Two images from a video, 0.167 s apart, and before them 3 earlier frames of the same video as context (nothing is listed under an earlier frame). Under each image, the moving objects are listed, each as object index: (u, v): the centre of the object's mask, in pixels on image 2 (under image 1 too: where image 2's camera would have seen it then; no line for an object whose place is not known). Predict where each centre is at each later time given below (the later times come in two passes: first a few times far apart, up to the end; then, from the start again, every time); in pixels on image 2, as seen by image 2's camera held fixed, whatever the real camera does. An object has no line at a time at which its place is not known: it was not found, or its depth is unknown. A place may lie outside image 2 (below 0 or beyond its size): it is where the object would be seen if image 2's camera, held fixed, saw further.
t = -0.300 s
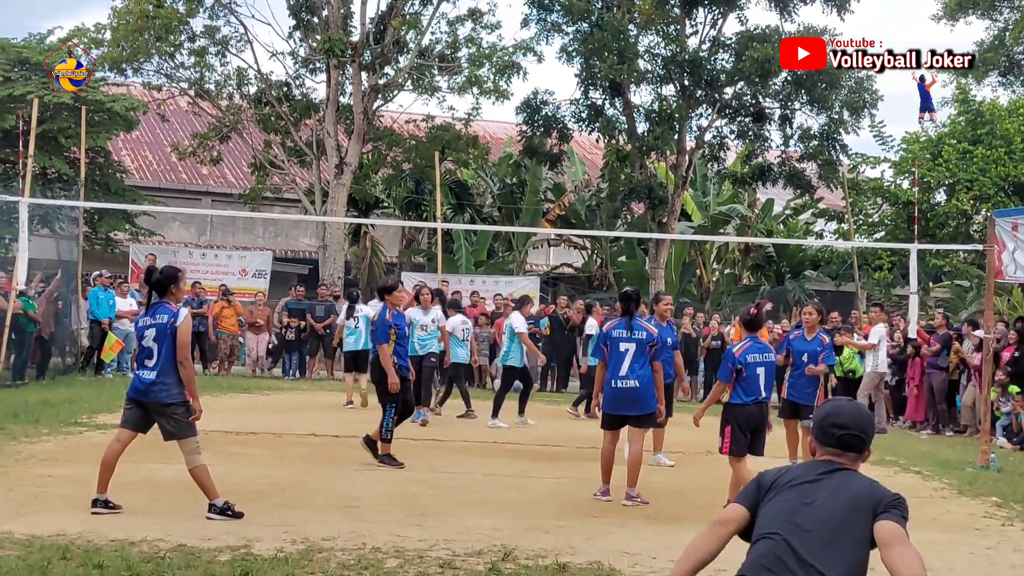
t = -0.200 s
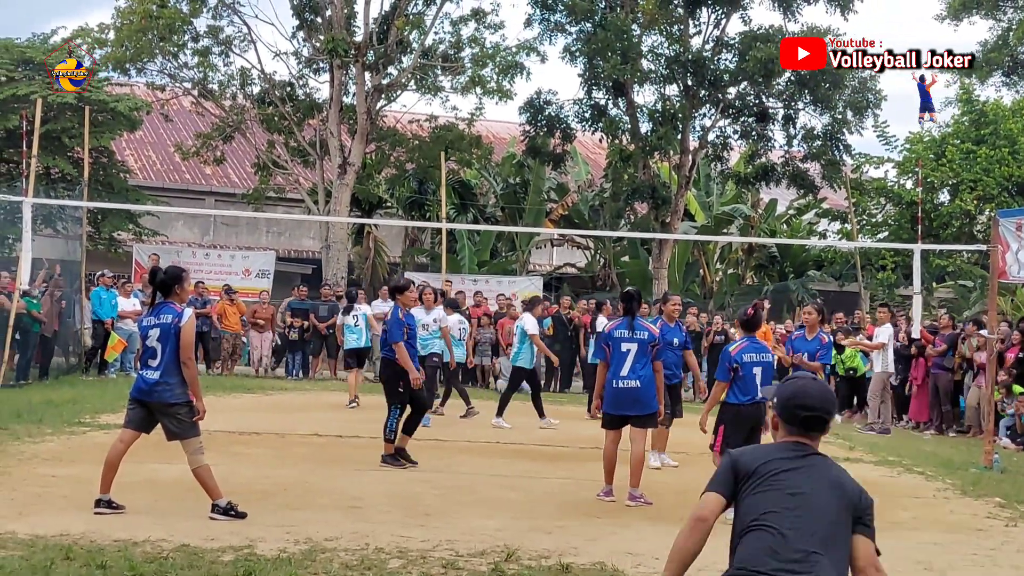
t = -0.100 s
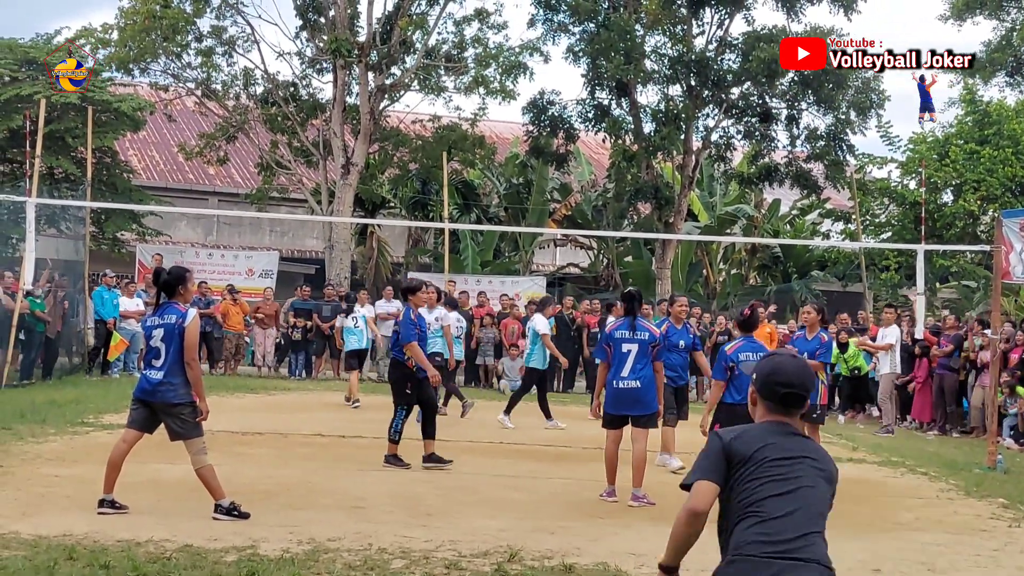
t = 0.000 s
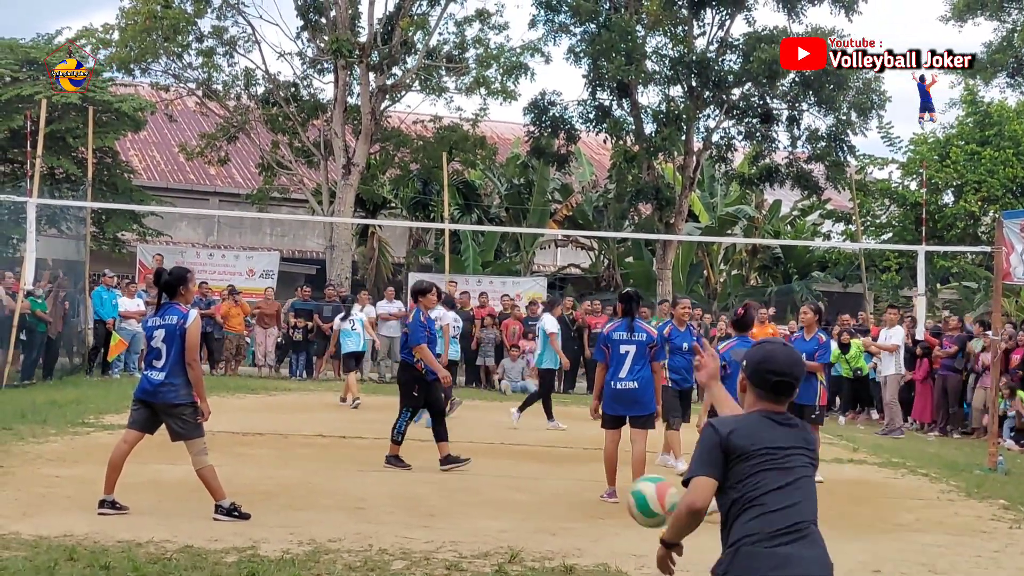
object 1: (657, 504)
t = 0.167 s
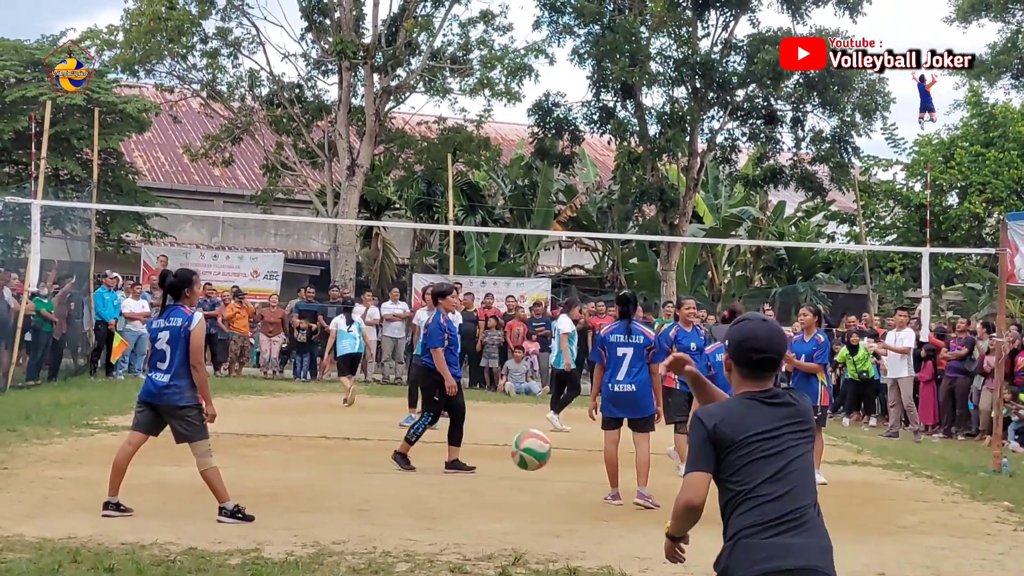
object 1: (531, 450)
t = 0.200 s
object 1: (512, 449)
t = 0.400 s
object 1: (424, 479)
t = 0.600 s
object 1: (380, 443)
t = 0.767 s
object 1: (356, 425)
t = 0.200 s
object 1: (512, 449)
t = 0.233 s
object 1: (495, 450)
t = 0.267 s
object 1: (478, 451)
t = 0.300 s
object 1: (464, 456)
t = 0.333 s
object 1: (449, 462)
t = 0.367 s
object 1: (436, 470)
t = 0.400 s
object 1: (424, 479)
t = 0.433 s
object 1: (413, 489)
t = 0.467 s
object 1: (403, 493)
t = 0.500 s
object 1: (397, 477)
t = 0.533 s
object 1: (392, 464)
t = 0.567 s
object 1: (386, 453)
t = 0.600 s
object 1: (380, 443)
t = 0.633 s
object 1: (375, 437)
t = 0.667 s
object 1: (370, 431)
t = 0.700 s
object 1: (365, 428)
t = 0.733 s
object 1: (360, 425)
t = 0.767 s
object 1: (356, 425)
